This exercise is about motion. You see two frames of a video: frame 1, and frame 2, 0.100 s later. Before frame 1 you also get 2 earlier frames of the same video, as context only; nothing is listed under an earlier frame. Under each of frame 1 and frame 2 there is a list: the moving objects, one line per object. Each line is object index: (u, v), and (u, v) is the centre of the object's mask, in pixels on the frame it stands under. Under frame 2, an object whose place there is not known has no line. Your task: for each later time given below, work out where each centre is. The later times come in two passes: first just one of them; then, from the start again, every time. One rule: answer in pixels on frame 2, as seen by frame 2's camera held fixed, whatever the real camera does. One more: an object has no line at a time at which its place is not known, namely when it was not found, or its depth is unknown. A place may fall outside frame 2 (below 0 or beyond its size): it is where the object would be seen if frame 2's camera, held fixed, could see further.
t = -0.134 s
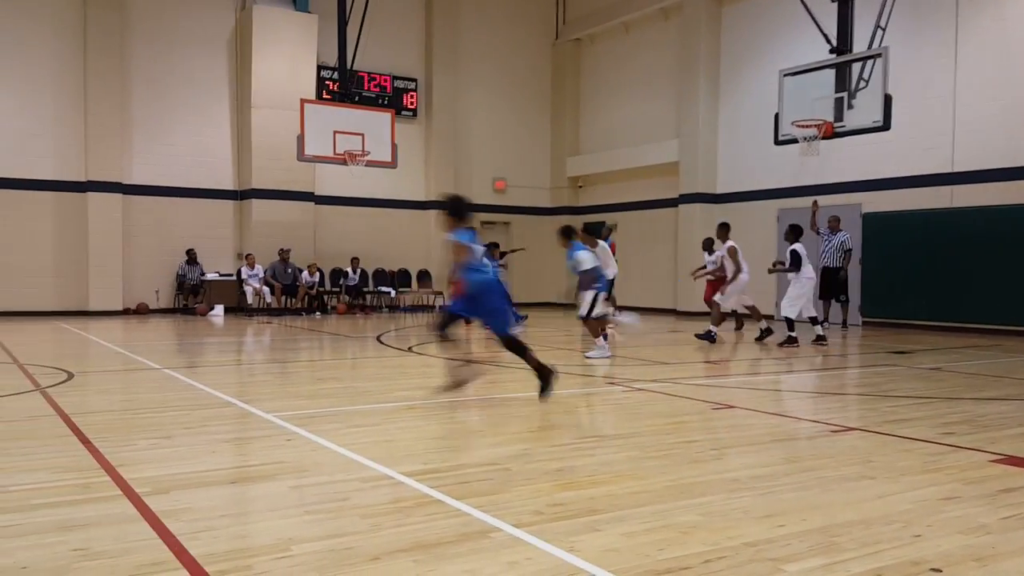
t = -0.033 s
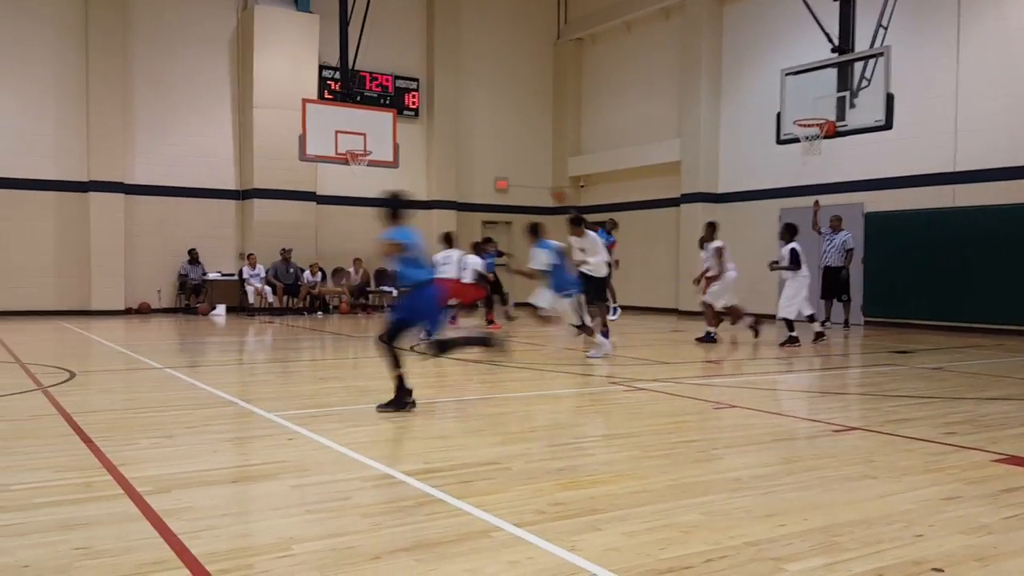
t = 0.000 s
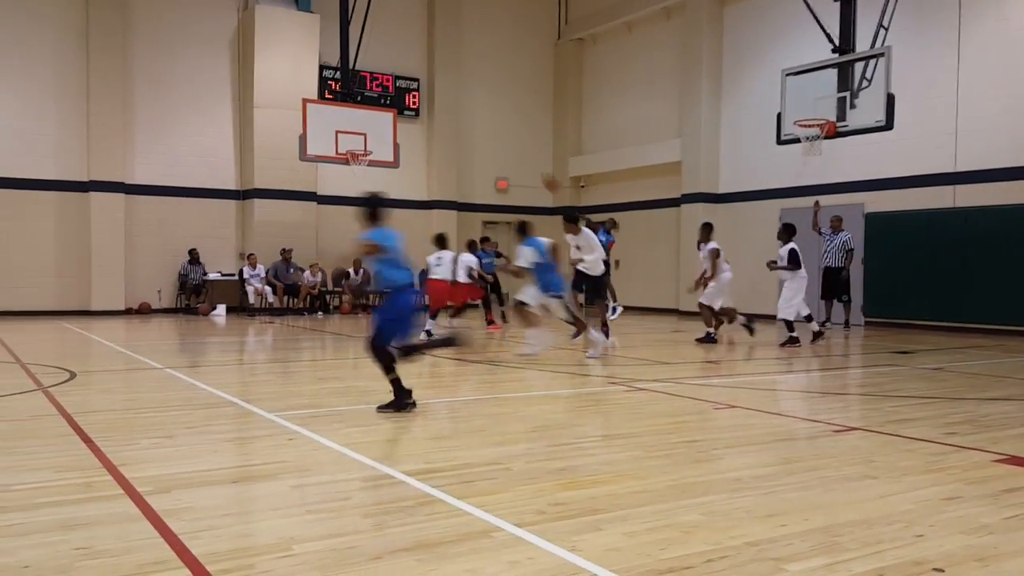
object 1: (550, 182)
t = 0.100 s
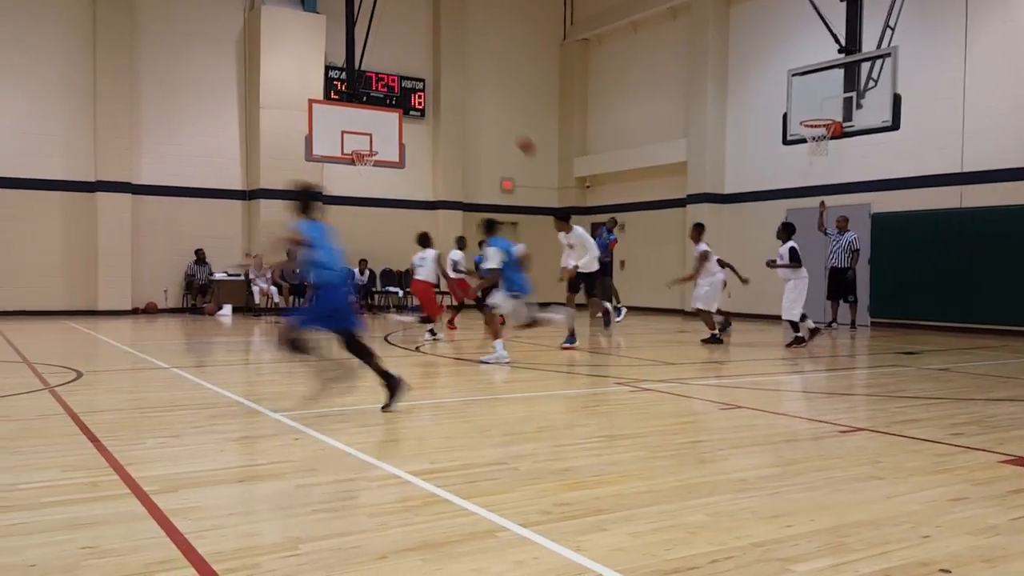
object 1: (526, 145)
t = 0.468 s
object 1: (379, 25)
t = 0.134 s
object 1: (515, 133)
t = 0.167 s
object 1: (503, 120)
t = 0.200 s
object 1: (492, 110)
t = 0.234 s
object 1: (480, 98)
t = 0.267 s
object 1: (467, 88)
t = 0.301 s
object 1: (453, 76)
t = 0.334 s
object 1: (438, 65)
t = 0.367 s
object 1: (425, 54)
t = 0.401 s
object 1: (412, 44)
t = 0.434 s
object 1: (397, 34)
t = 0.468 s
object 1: (379, 25)
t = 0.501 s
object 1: (363, 16)
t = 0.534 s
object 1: (347, 8)
